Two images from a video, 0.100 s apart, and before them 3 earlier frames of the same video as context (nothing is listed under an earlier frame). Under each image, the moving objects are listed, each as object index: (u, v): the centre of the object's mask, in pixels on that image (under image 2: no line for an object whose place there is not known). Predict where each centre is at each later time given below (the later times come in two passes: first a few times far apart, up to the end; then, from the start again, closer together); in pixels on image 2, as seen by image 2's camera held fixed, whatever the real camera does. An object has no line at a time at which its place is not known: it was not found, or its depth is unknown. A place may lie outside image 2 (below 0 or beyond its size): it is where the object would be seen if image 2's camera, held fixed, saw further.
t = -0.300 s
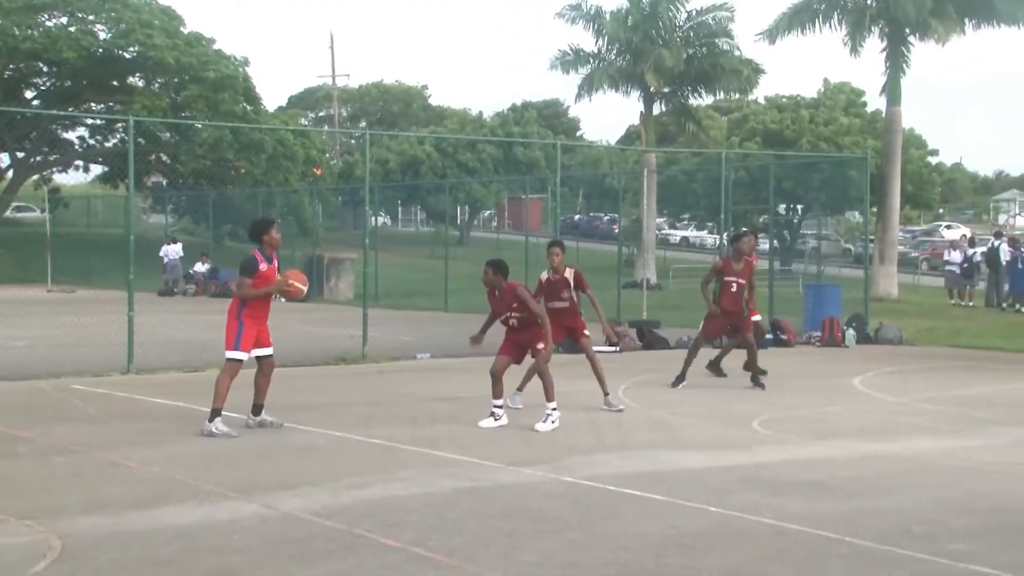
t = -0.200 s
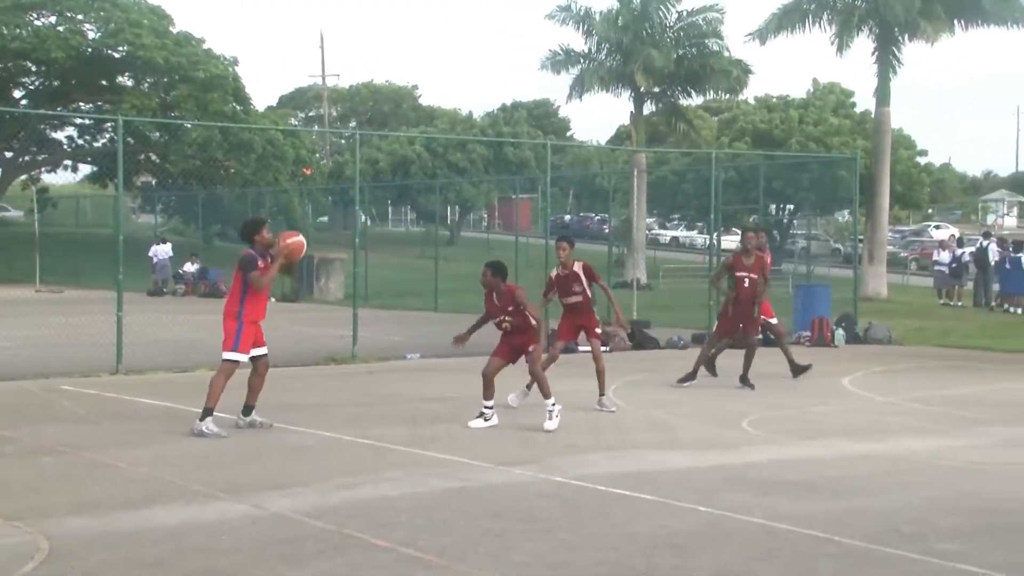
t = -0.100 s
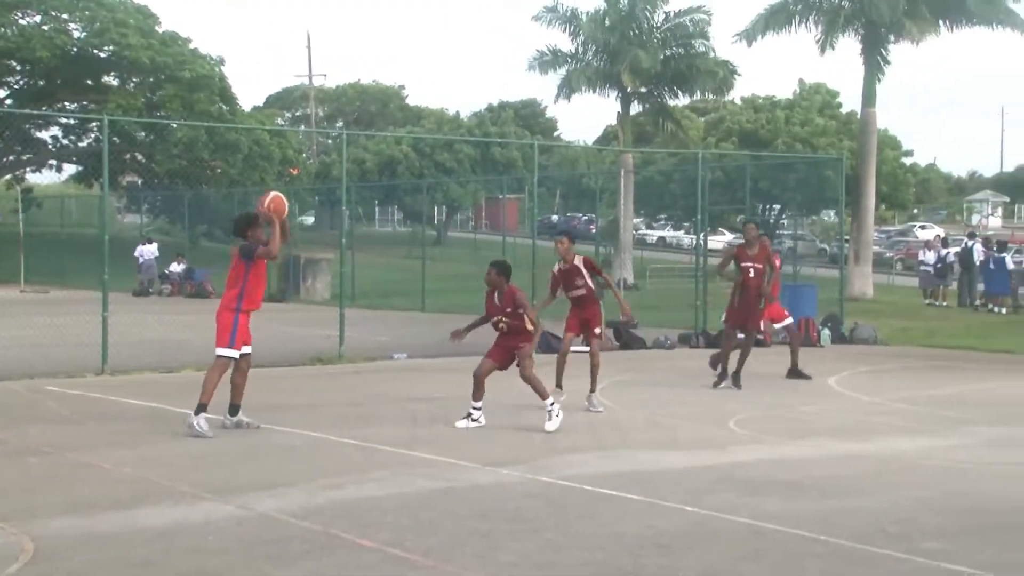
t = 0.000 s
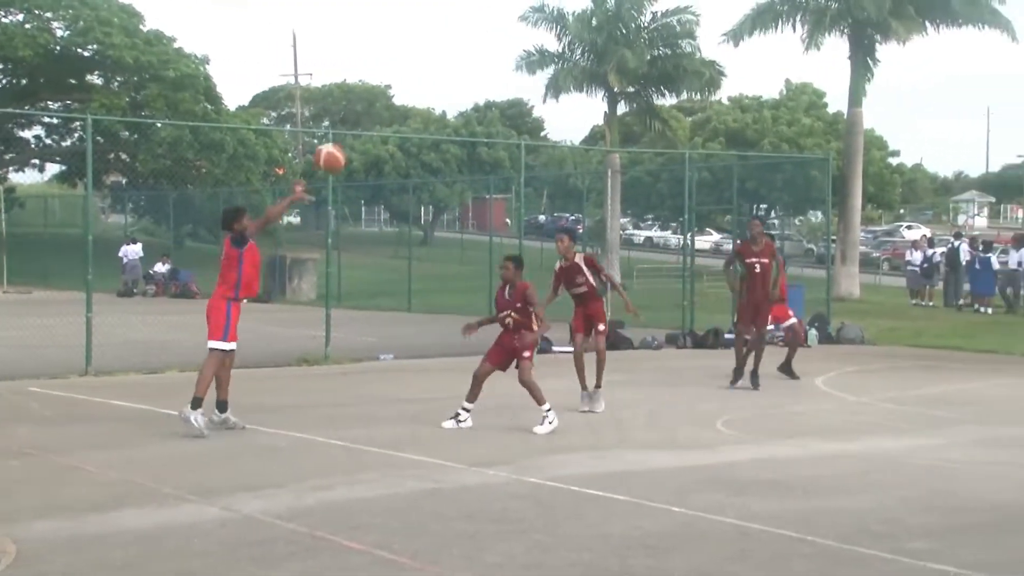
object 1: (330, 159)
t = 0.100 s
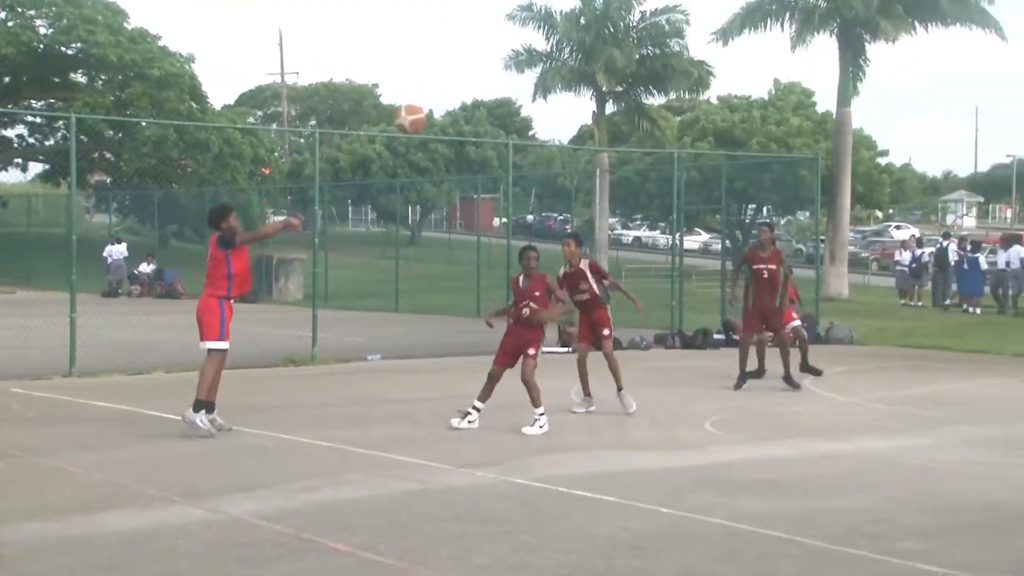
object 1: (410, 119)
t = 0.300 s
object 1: (592, 79)
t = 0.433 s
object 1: (710, 82)
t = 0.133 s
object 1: (441, 109)
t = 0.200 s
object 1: (502, 92)
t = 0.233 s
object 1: (532, 87)
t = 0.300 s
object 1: (592, 79)
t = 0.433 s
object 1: (710, 82)
